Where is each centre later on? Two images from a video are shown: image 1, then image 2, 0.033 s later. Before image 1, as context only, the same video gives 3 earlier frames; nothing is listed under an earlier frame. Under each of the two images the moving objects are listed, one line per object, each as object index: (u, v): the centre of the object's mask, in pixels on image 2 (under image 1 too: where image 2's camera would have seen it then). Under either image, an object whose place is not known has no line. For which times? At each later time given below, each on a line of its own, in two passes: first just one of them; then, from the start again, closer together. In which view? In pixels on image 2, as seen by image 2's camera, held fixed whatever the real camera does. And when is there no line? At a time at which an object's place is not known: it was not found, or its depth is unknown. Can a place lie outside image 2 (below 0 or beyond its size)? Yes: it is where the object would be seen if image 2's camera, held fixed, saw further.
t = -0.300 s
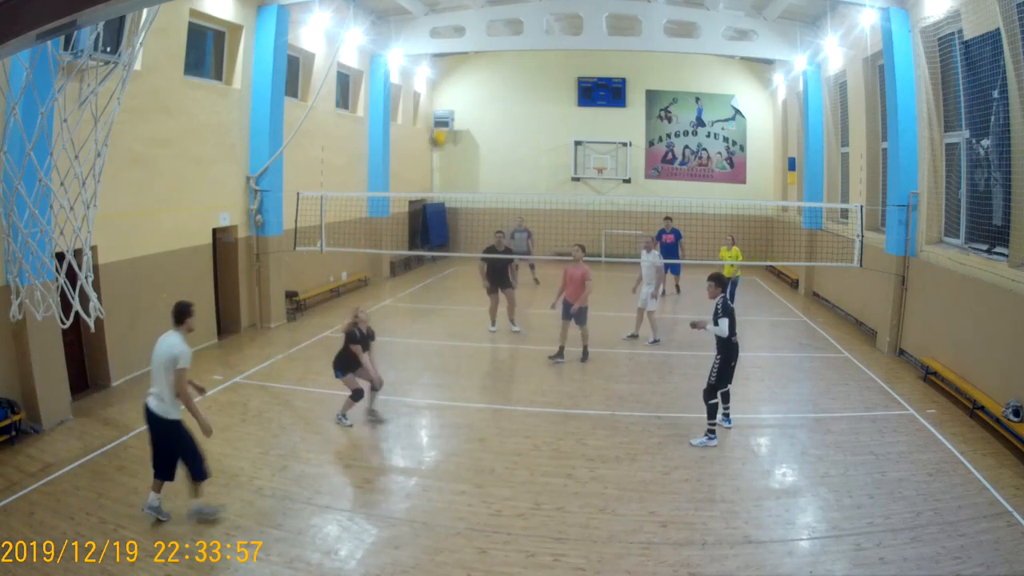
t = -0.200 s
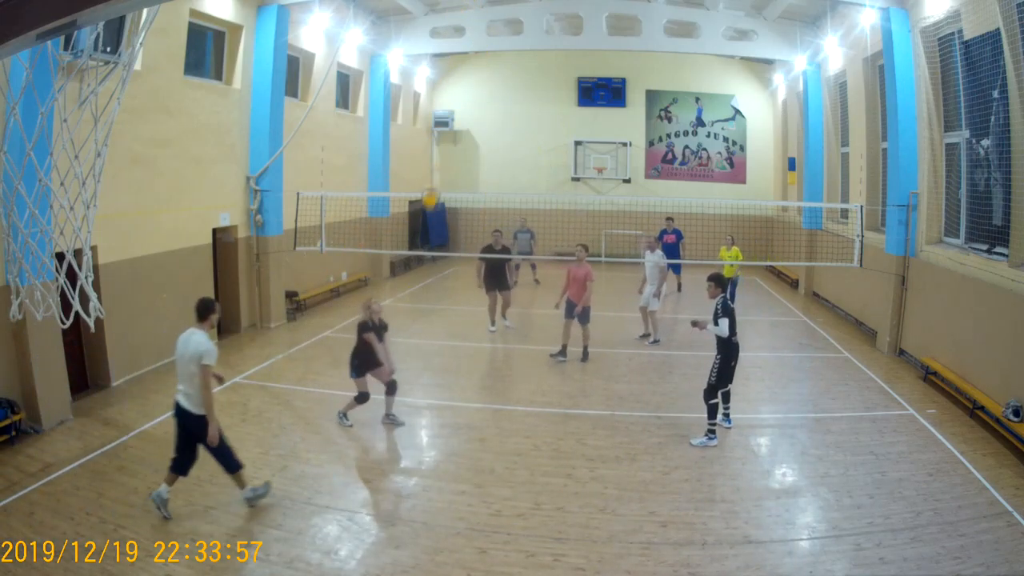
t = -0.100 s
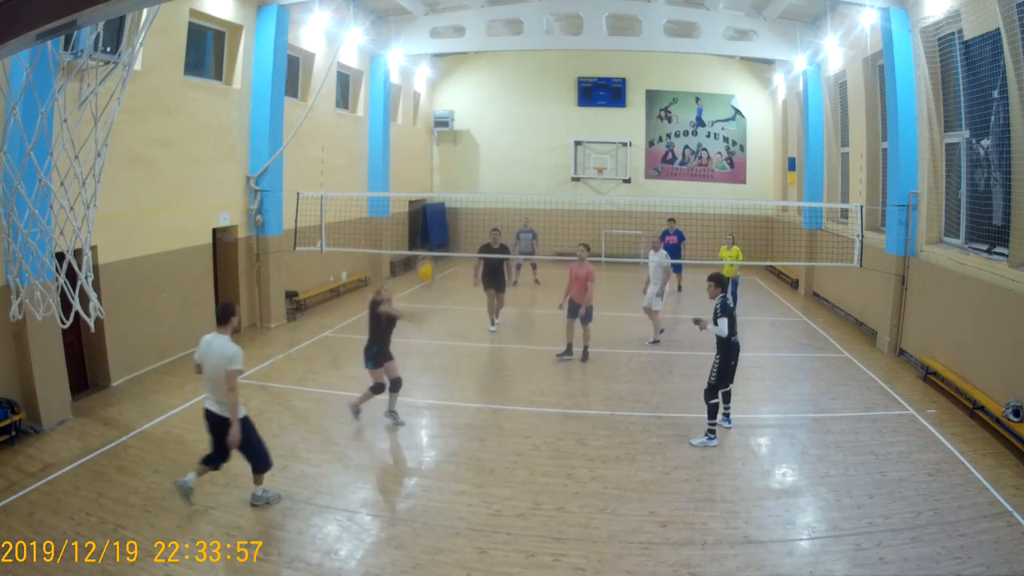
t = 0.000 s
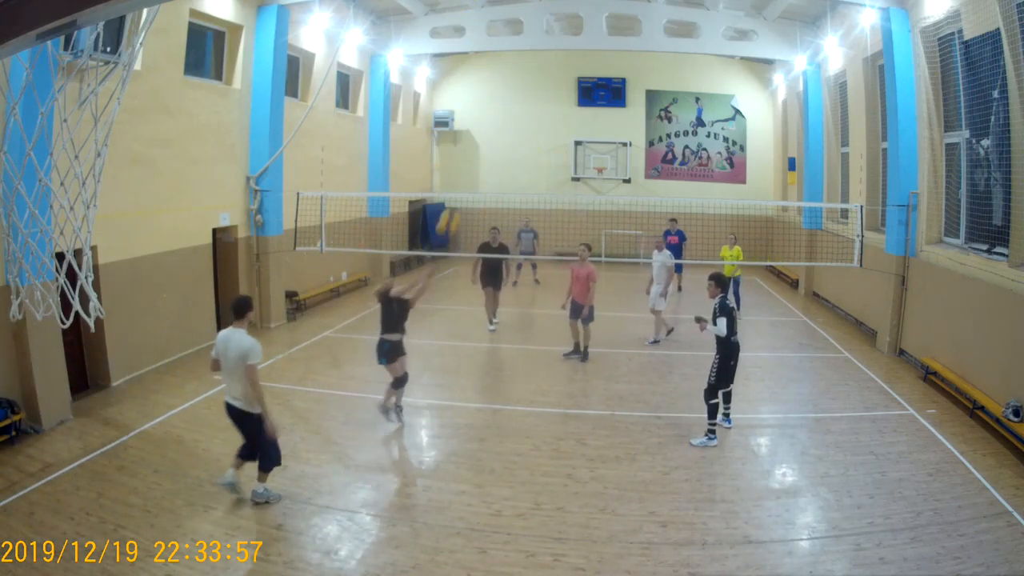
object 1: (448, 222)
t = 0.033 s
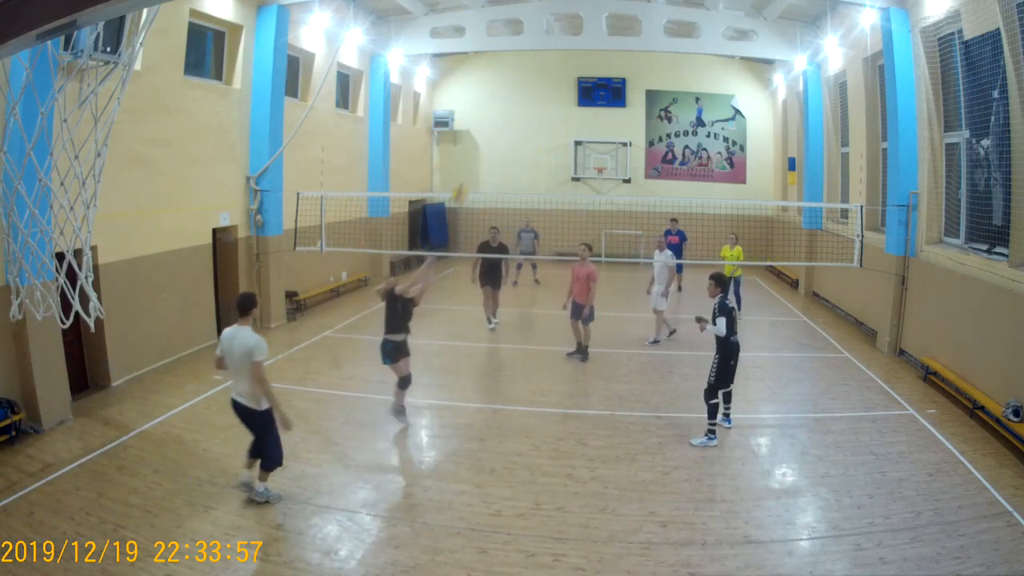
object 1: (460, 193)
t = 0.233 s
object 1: (512, 71)
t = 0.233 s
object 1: (512, 71)
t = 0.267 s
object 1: (518, 59)
